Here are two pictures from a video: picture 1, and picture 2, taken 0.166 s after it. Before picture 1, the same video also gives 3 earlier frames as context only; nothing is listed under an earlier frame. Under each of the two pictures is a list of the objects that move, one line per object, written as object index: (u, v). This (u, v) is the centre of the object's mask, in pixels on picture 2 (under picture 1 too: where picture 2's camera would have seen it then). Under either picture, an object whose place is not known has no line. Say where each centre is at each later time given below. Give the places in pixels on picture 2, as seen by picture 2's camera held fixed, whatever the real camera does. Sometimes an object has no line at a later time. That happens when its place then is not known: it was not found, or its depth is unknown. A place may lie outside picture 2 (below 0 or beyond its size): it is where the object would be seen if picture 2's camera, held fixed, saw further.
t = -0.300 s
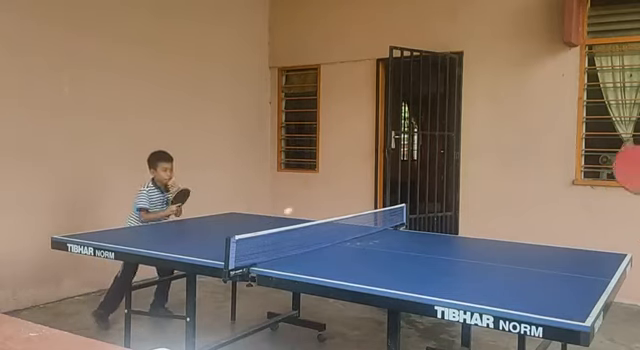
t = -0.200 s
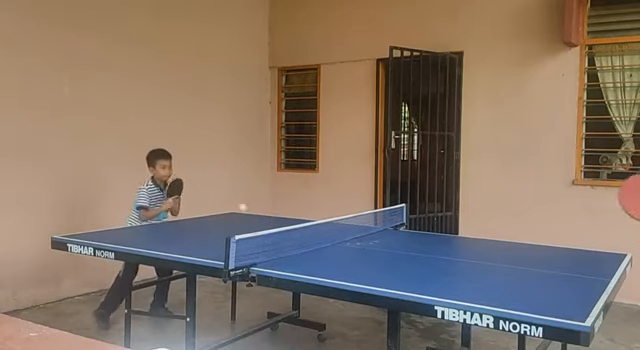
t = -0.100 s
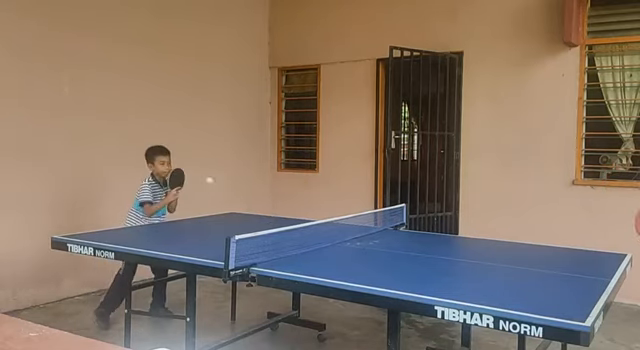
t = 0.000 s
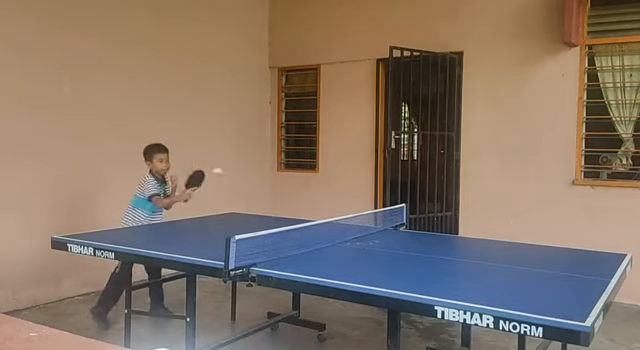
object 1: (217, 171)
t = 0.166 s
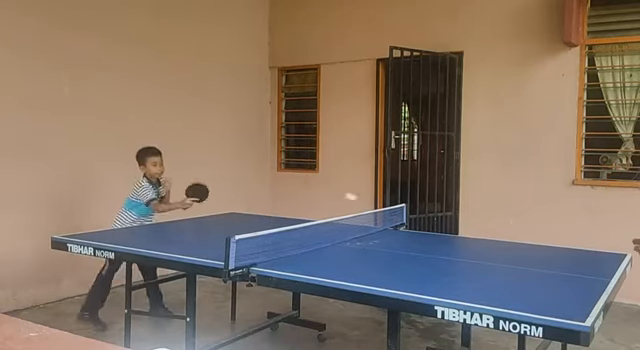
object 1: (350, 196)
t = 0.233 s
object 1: (411, 225)
